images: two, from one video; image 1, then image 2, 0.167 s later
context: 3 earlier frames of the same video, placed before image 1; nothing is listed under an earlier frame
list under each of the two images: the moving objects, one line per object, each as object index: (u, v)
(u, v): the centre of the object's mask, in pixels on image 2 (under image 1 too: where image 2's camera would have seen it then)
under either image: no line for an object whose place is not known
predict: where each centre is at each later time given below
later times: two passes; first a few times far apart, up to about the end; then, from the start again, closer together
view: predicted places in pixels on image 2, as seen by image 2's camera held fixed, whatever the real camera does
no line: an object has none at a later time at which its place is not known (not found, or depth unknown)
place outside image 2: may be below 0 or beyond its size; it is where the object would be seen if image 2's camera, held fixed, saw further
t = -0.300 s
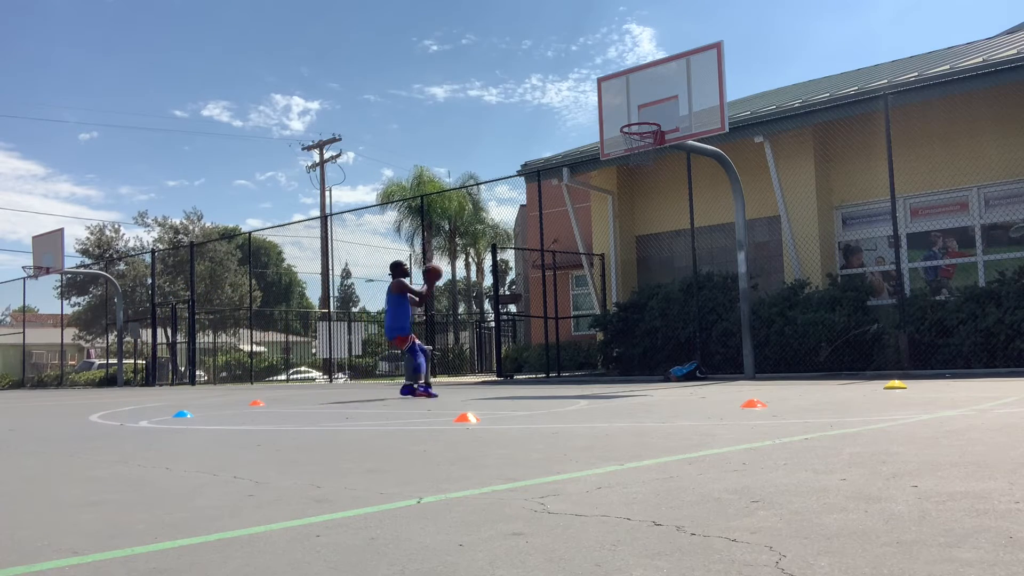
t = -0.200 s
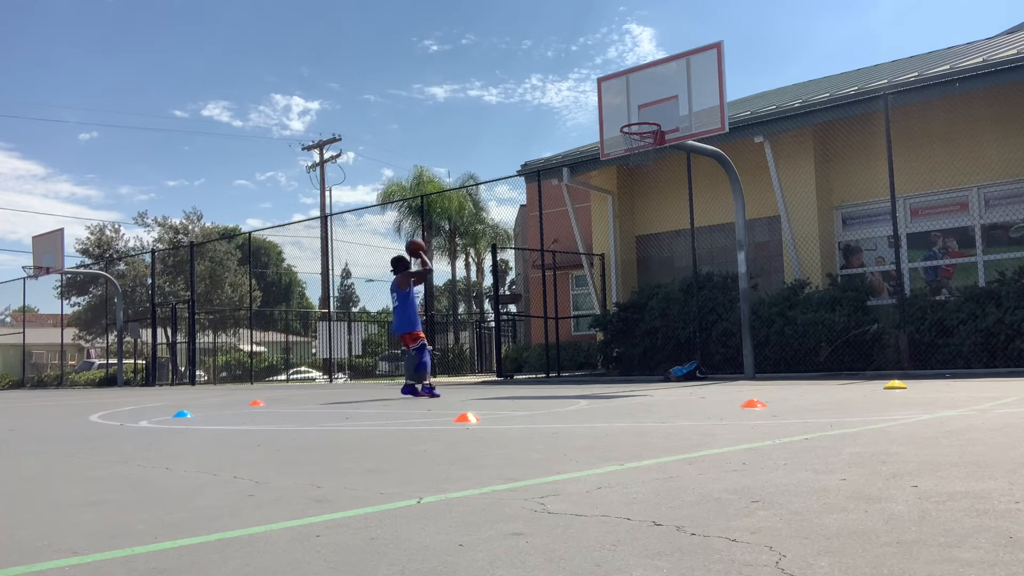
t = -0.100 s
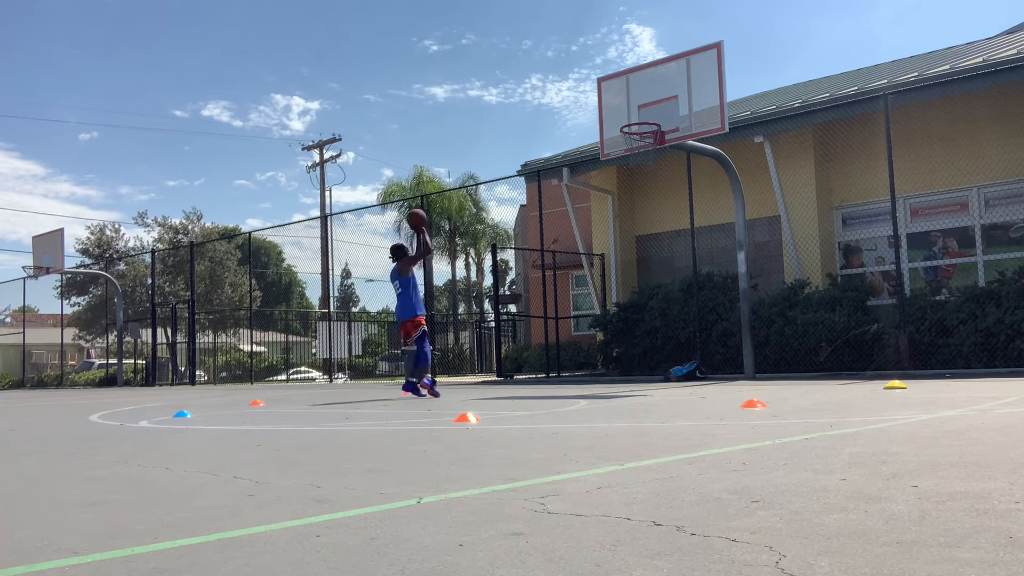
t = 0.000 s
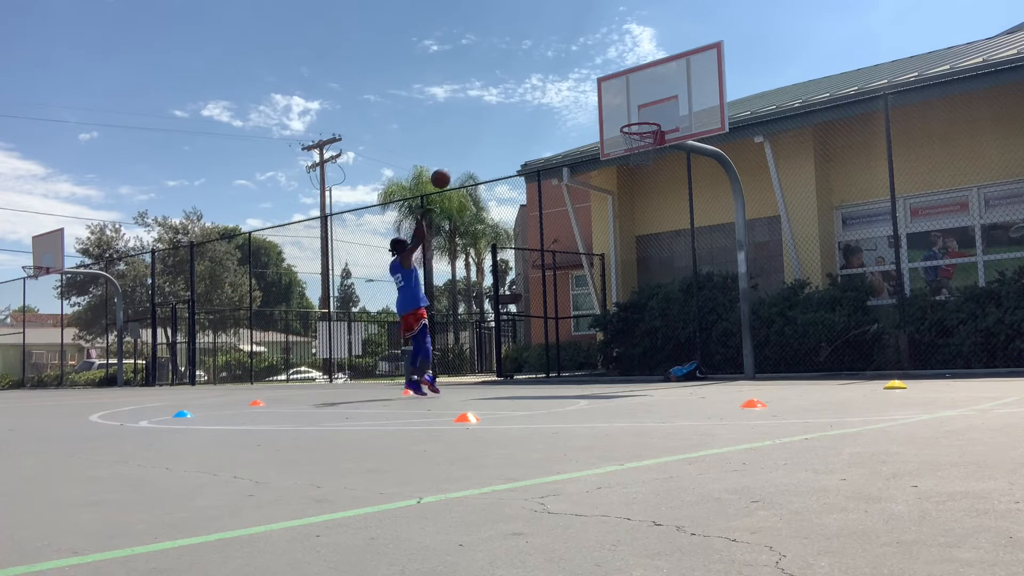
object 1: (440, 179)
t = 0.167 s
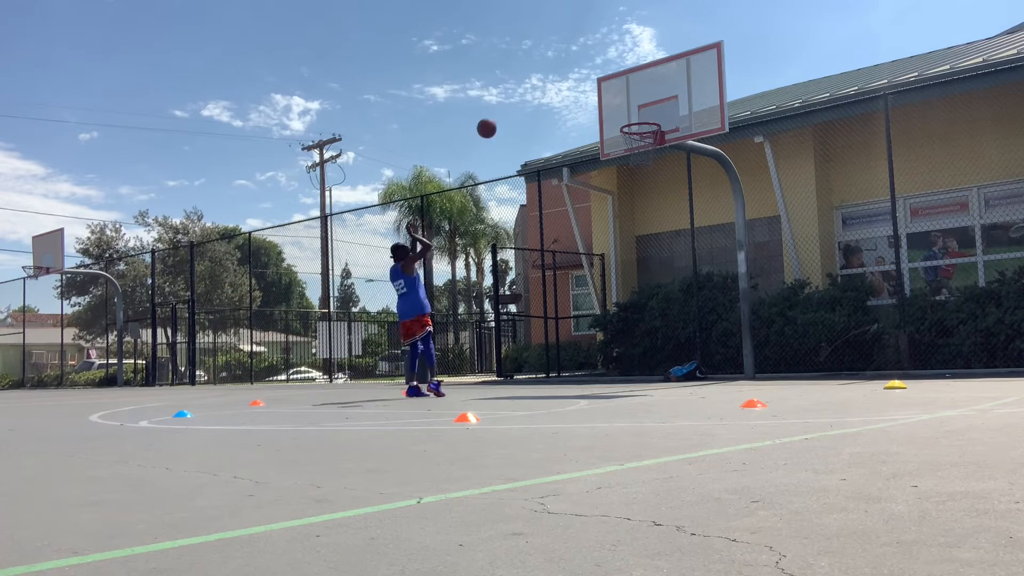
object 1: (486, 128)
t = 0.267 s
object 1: (514, 109)
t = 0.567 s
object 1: (597, 100)
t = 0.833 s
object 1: (640, 149)
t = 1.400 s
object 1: (586, 355)
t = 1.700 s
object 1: (554, 276)
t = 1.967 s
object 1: (528, 222)
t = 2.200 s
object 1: (507, 224)
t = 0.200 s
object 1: (496, 121)
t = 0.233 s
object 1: (505, 114)
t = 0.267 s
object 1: (514, 109)
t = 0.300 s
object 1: (523, 104)
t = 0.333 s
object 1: (533, 101)
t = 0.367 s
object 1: (542, 98)
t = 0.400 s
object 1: (551, 96)
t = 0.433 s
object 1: (560, 95)
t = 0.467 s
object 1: (569, 95)
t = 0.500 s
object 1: (579, 96)
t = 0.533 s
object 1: (588, 97)
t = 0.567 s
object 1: (597, 100)
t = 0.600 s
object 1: (607, 104)
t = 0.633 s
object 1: (616, 108)
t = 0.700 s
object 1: (634, 119)
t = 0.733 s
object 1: (645, 126)
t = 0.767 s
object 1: (648, 132)
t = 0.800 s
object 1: (646, 140)
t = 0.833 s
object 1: (640, 149)
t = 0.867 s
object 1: (638, 157)
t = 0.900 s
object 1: (632, 164)
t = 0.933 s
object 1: (629, 171)
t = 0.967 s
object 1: (625, 176)
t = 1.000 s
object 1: (622, 185)
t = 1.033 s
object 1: (619, 193)
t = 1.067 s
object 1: (616, 204)
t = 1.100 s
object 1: (613, 214)
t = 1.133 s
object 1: (609, 226)
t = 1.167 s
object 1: (607, 239)
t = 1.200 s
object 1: (603, 253)
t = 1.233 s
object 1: (601, 267)
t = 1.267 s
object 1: (597, 282)
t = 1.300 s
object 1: (594, 299)
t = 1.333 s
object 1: (591, 317)
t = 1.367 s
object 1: (589, 334)
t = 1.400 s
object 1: (586, 355)
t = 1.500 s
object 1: (575, 358)
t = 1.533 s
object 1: (572, 340)
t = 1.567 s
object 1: (568, 326)
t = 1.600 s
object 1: (565, 312)
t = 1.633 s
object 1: (560, 300)
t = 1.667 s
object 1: (558, 287)
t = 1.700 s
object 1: (554, 276)
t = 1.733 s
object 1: (551, 267)
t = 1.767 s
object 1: (548, 258)
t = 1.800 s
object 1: (544, 249)
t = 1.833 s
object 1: (540, 242)
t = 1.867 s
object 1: (537, 235)
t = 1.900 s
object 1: (534, 230)
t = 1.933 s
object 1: (531, 225)
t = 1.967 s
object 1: (528, 222)
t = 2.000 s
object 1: (525, 219)
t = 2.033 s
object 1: (522, 218)
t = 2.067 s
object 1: (519, 217)
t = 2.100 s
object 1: (516, 218)
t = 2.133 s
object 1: (513, 219)
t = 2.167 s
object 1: (510, 221)
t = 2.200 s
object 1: (507, 224)
